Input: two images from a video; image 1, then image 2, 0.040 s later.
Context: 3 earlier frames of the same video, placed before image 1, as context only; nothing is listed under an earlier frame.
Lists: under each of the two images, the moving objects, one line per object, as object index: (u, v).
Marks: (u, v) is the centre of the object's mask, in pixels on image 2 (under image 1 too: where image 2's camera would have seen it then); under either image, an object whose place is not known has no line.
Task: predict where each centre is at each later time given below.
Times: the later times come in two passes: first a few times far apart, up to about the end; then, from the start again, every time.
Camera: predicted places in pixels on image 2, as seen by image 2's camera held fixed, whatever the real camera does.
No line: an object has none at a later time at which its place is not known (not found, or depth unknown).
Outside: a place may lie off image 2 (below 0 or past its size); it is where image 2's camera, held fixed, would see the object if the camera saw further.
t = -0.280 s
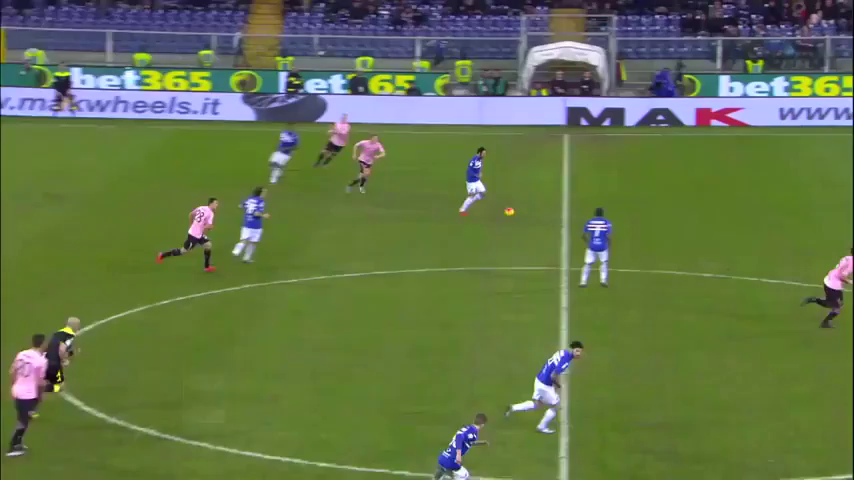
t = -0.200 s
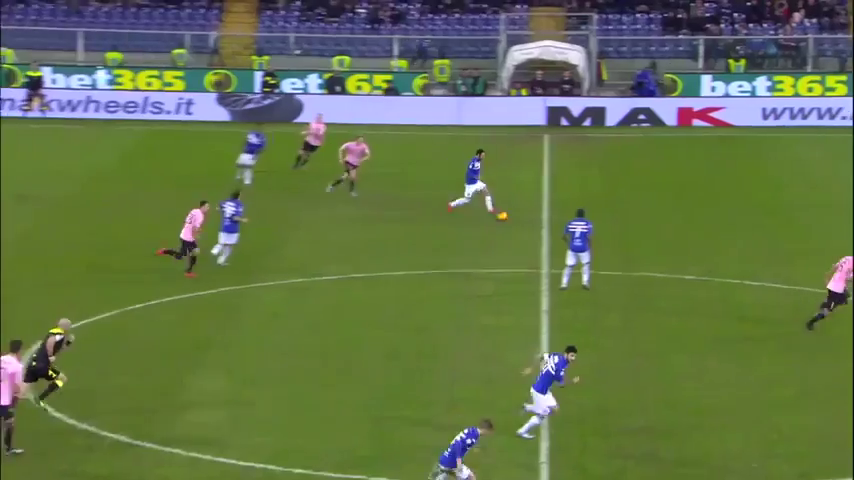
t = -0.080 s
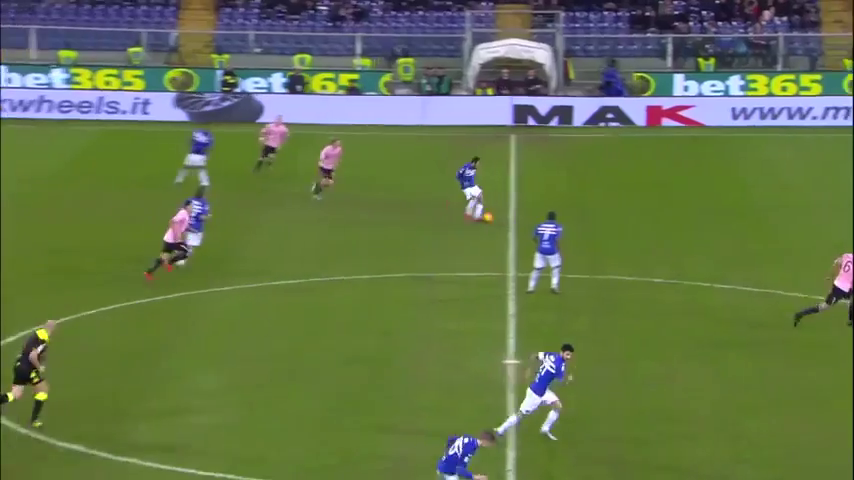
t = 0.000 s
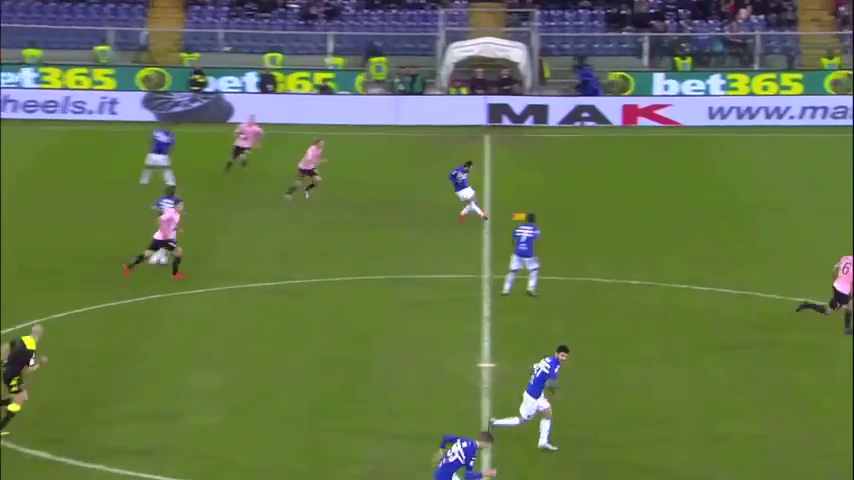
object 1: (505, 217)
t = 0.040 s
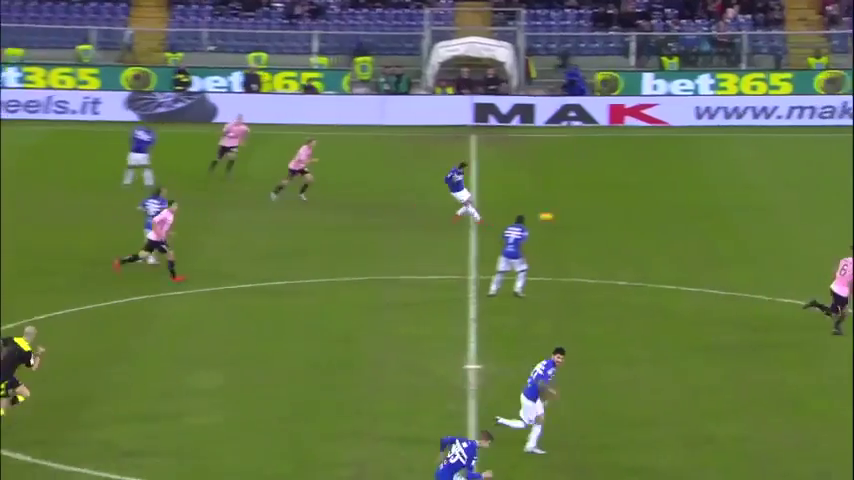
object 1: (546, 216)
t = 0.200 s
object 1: (702, 220)
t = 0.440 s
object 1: (916, 220)
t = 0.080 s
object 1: (585, 215)
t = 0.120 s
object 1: (624, 216)
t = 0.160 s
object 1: (663, 218)
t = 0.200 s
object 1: (702, 220)
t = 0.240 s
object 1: (741, 223)
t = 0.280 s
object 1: (776, 221)
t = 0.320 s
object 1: (812, 219)
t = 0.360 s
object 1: (846, 218)
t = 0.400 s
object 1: (881, 219)
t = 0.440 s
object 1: (916, 220)
